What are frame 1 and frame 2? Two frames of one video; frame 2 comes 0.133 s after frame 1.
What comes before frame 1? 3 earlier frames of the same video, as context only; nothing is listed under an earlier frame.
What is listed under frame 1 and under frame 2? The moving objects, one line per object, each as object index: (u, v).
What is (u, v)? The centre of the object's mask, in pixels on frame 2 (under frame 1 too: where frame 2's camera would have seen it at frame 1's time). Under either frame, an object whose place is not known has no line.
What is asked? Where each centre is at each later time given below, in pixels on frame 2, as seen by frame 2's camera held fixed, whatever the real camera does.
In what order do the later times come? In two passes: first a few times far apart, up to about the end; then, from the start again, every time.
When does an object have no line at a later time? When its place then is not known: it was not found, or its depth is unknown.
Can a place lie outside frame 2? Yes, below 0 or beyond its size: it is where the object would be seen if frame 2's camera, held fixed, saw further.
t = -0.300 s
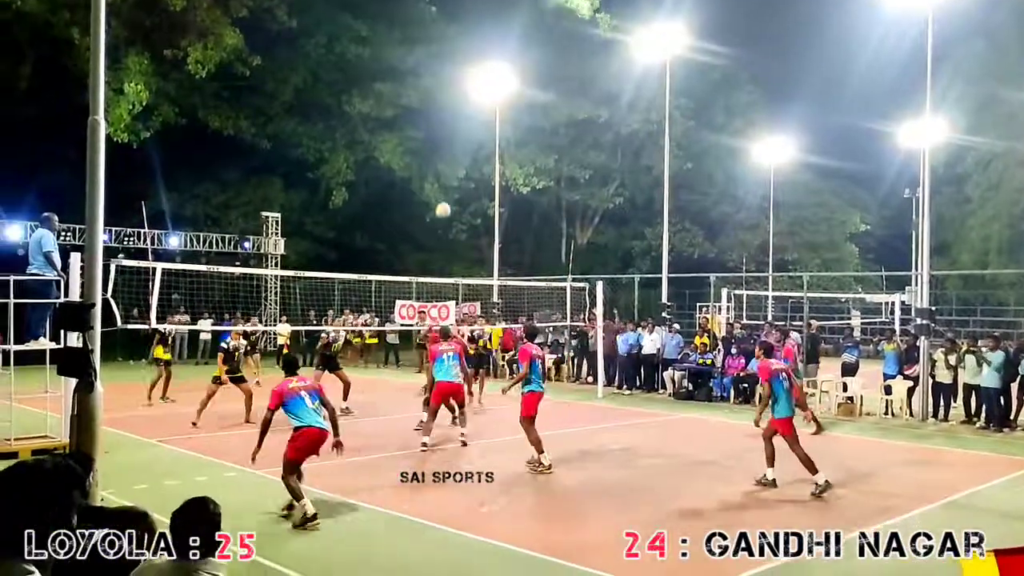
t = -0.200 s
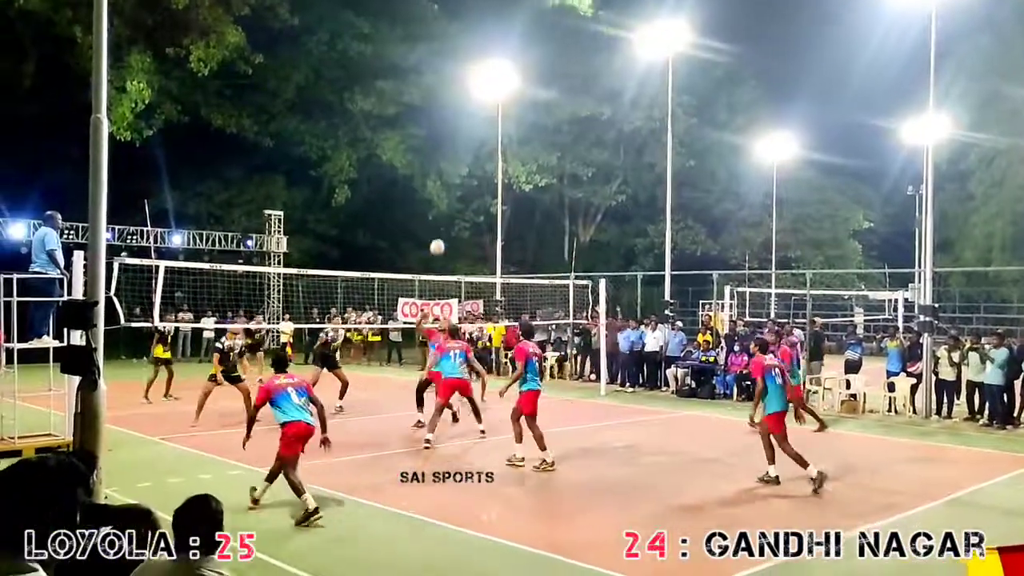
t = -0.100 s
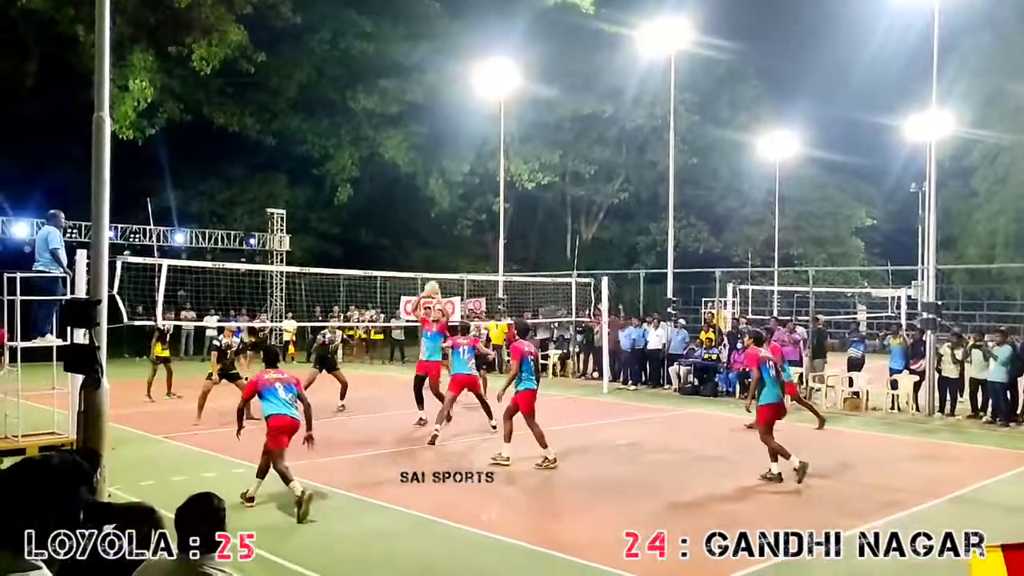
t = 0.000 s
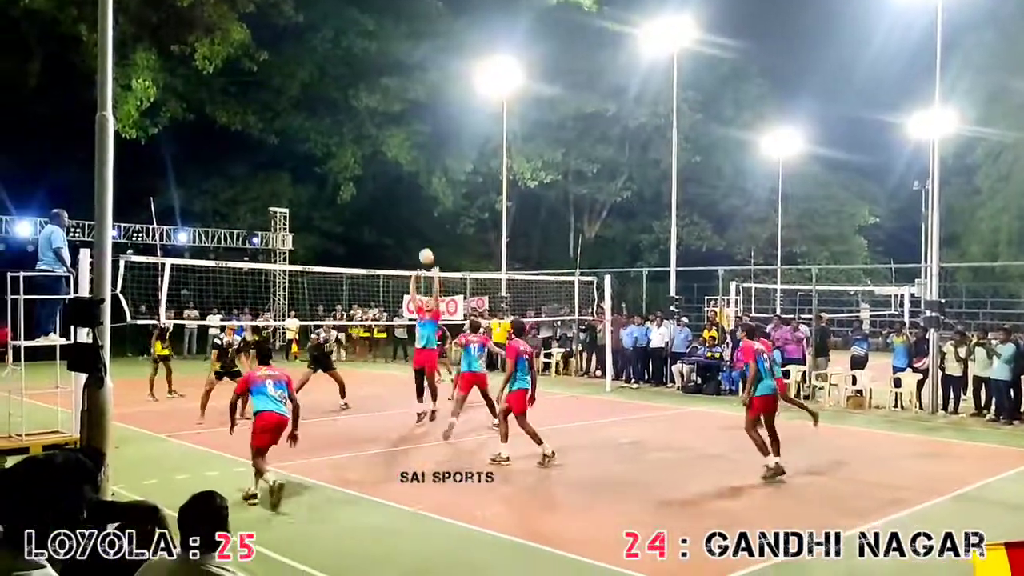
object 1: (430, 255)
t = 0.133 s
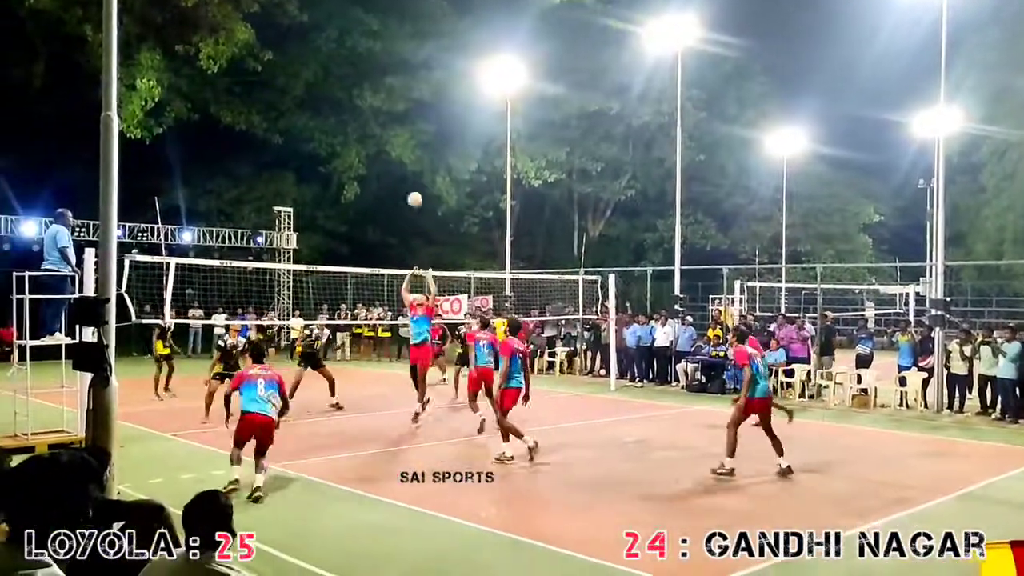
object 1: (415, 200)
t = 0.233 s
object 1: (403, 165)
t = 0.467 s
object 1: (374, 110)
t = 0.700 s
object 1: (346, 90)
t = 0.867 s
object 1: (326, 97)
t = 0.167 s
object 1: (411, 187)
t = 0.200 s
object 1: (407, 176)
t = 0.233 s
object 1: (403, 165)
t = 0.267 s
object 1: (399, 155)
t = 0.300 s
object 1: (395, 146)
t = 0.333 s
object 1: (390, 137)
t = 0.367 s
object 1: (386, 129)
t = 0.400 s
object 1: (383, 122)
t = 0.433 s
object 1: (379, 116)
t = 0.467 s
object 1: (374, 110)
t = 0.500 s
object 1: (370, 105)
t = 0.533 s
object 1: (366, 100)
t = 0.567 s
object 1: (362, 97)
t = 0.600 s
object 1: (358, 94)
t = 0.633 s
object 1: (354, 92)
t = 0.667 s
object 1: (350, 91)
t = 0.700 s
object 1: (346, 90)
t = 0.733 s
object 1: (342, 90)
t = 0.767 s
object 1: (338, 91)
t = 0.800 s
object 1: (334, 92)
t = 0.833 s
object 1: (330, 94)
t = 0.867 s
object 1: (326, 97)
